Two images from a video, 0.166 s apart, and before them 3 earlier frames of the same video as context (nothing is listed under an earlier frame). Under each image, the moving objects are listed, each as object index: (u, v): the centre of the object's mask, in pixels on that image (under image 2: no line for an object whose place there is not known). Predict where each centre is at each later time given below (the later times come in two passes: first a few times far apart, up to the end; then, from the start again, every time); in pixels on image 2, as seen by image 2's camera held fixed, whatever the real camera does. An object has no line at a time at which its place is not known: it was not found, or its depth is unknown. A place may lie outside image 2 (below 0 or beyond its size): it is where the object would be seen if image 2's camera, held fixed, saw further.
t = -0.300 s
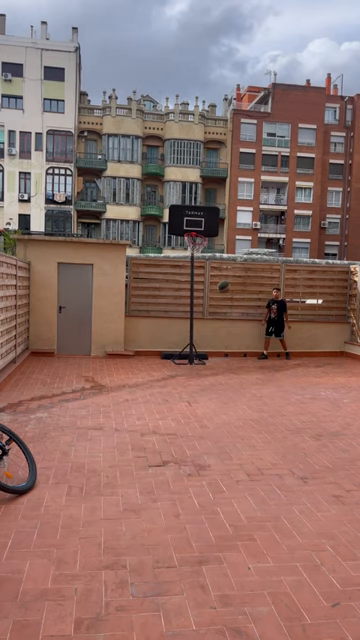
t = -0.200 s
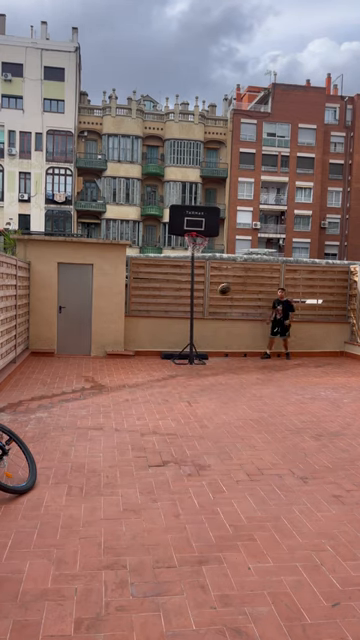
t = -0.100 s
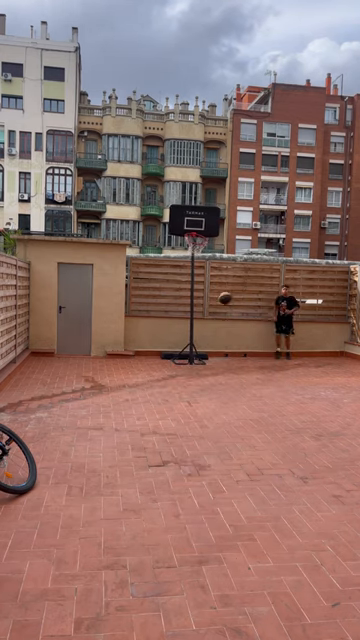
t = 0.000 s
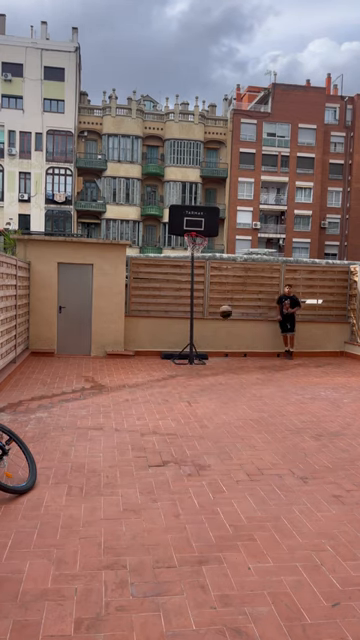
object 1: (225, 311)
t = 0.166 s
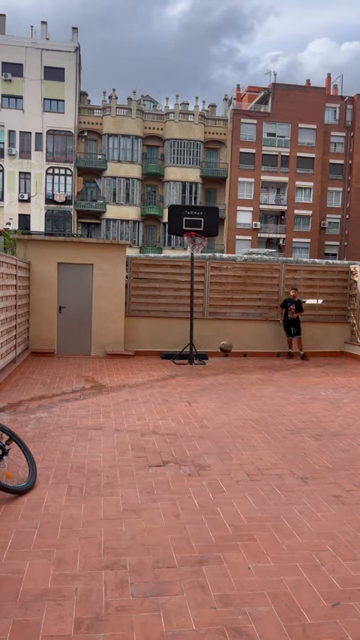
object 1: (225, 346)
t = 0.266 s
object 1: (225, 371)
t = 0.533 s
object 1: (227, 326)
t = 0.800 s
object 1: (226, 318)
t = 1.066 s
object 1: (224, 350)
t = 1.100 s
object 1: (224, 357)
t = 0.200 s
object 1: (225, 356)
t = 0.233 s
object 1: (225, 365)
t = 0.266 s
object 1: (225, 371)
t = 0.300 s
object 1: (226, 364)
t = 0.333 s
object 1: (226, 357)
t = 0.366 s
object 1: (227, 348)
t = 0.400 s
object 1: (226, 344)
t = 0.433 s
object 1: (226, 339)
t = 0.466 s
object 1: (227, 334)
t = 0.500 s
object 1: (227, 330)
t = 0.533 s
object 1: (227, 326)
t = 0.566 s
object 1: (227, 323)
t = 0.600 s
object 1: (227, 321)
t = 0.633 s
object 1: (227, 319)
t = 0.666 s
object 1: (227, 318)
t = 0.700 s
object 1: (227, 318)
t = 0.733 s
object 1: (227, 318)
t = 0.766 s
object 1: (227, 318)
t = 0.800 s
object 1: (226, 318)
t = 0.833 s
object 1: (226, 320)
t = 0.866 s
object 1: (226, 323)
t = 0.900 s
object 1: (226, 326)
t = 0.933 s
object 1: (225, 329)
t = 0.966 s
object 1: (225, 334)
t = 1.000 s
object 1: (225, 338)
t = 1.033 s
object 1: (224, 344)
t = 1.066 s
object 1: (224, 350)
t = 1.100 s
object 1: (224, 357)
